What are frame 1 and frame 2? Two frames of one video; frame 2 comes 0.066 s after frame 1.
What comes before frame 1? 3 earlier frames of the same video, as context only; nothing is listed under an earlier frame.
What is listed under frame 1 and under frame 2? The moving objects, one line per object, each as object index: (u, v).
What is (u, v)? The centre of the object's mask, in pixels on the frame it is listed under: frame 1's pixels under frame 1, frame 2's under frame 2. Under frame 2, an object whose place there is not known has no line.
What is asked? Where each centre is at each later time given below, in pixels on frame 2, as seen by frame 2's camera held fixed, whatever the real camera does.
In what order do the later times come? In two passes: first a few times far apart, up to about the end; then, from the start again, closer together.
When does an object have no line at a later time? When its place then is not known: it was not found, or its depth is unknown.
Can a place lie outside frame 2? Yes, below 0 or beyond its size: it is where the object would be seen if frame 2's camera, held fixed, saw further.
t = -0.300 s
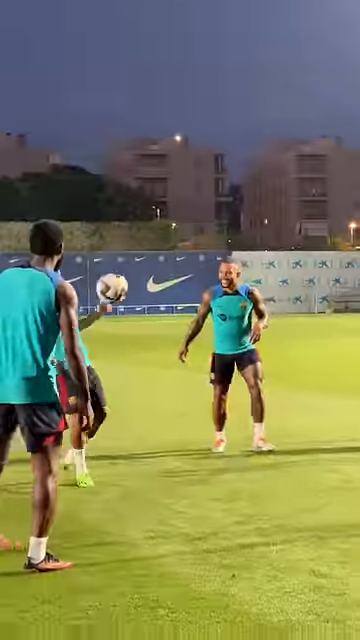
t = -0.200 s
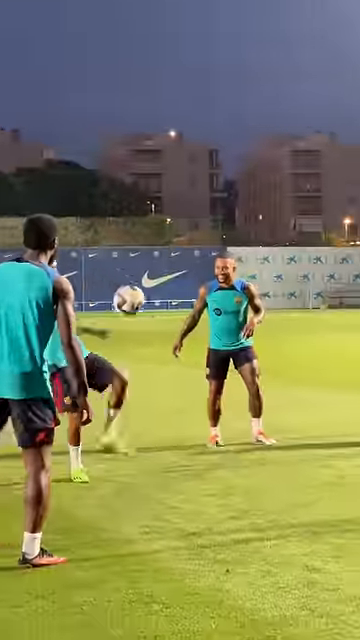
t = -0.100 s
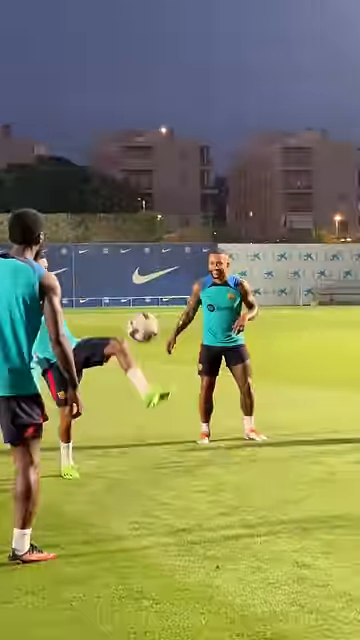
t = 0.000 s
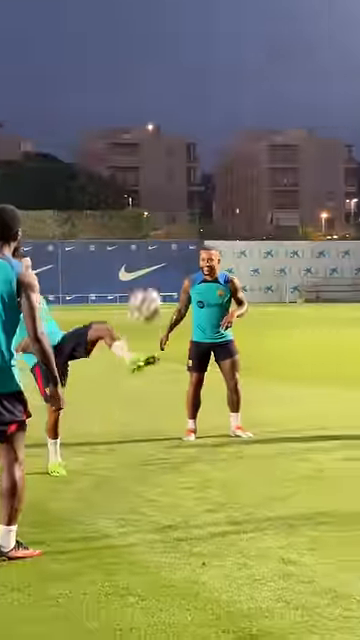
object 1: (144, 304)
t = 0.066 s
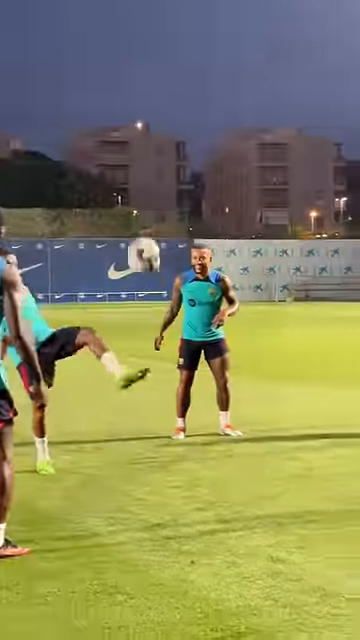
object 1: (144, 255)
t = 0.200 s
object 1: (162, 172)
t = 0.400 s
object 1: (193, 85)
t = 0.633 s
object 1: (241, 58)
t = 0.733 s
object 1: (264, 77)
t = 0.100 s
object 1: (148, 233)
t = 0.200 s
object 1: (162, 172)
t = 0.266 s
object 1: (171, 135)
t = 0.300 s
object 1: (177, 122)
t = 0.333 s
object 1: (182, 107)
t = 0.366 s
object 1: (188, 96)
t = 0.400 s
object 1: (193, 85)
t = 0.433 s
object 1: (199, 76)
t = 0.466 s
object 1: (205, 69)
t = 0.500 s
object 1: (212, 63)
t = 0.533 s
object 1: (218, 58)
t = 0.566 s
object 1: (225, 56)
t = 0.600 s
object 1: (233, 55)
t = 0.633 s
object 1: (241, 58)
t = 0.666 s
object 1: (249, 62)
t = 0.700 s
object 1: (256, 69)
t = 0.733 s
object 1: (264, 77)
